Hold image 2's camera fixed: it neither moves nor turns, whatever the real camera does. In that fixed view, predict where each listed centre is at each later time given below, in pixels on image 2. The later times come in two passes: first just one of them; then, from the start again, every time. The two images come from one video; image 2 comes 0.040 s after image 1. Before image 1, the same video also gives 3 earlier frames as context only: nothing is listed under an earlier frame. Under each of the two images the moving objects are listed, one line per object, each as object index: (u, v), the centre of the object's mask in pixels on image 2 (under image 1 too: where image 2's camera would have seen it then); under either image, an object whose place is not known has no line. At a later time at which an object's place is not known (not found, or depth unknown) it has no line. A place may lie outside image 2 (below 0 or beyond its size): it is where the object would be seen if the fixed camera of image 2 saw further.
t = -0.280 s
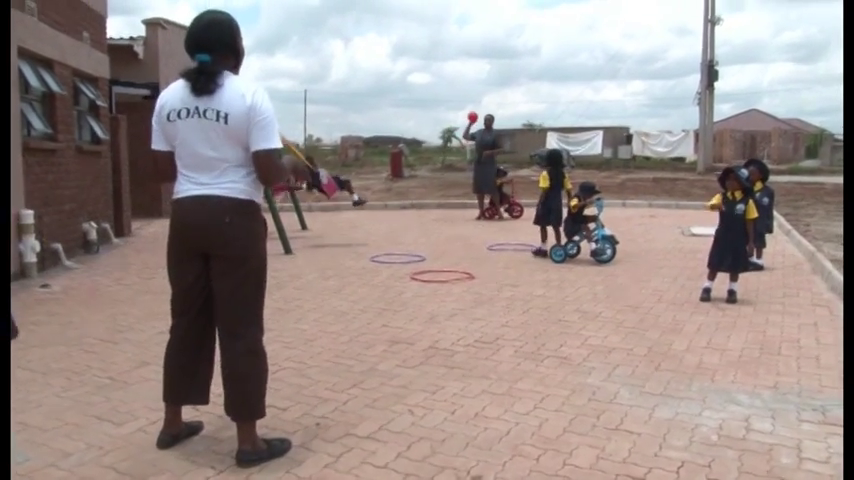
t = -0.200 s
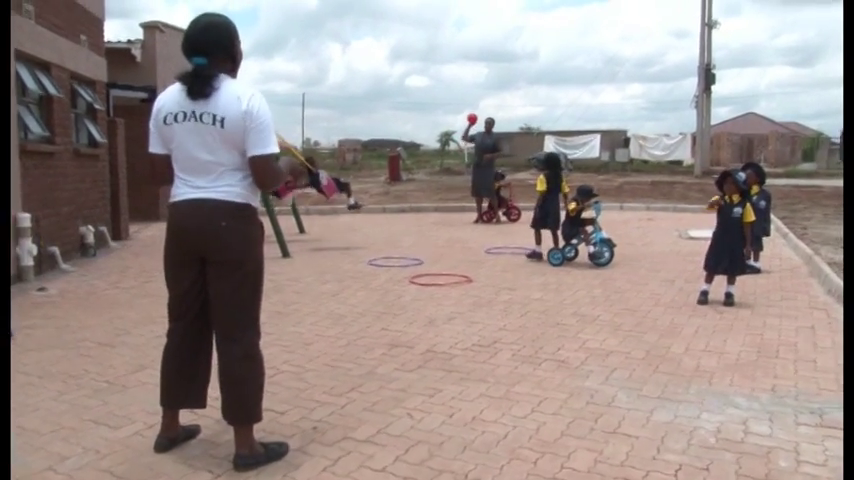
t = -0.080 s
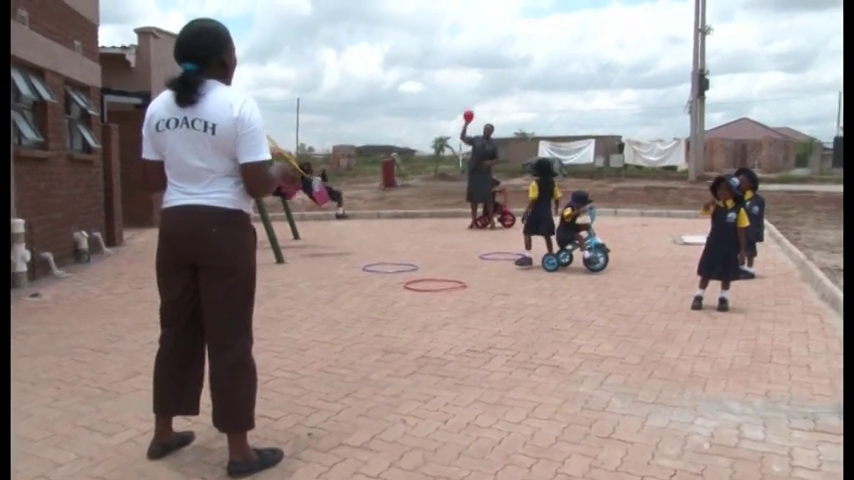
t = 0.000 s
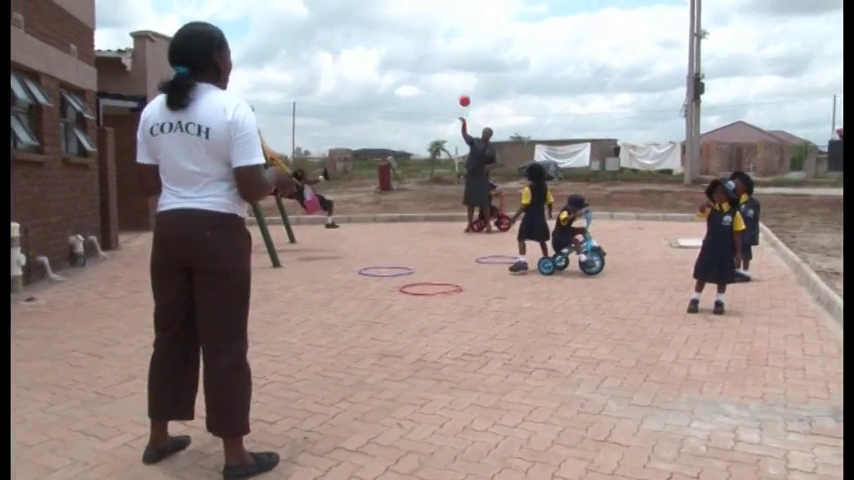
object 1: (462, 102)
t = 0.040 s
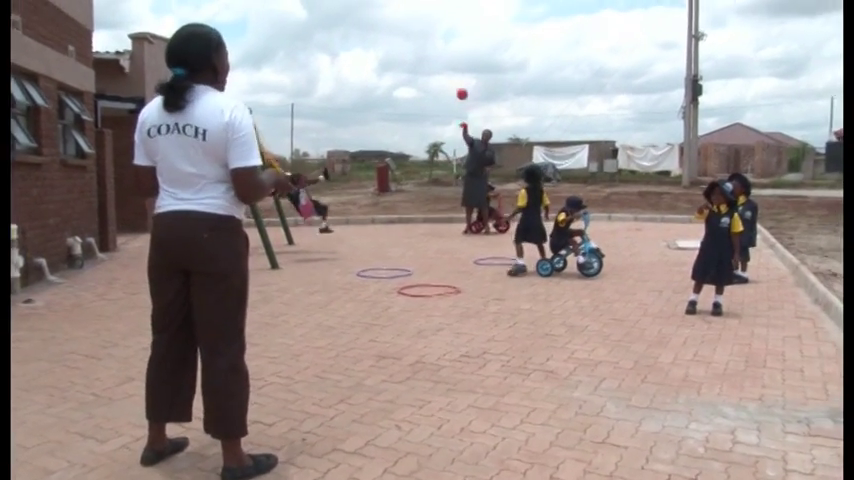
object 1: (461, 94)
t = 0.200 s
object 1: (459, 68)
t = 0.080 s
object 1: (461, 86)
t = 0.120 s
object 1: (461, 79)
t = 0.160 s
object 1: (460, 73)
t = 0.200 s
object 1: (459, 68)
